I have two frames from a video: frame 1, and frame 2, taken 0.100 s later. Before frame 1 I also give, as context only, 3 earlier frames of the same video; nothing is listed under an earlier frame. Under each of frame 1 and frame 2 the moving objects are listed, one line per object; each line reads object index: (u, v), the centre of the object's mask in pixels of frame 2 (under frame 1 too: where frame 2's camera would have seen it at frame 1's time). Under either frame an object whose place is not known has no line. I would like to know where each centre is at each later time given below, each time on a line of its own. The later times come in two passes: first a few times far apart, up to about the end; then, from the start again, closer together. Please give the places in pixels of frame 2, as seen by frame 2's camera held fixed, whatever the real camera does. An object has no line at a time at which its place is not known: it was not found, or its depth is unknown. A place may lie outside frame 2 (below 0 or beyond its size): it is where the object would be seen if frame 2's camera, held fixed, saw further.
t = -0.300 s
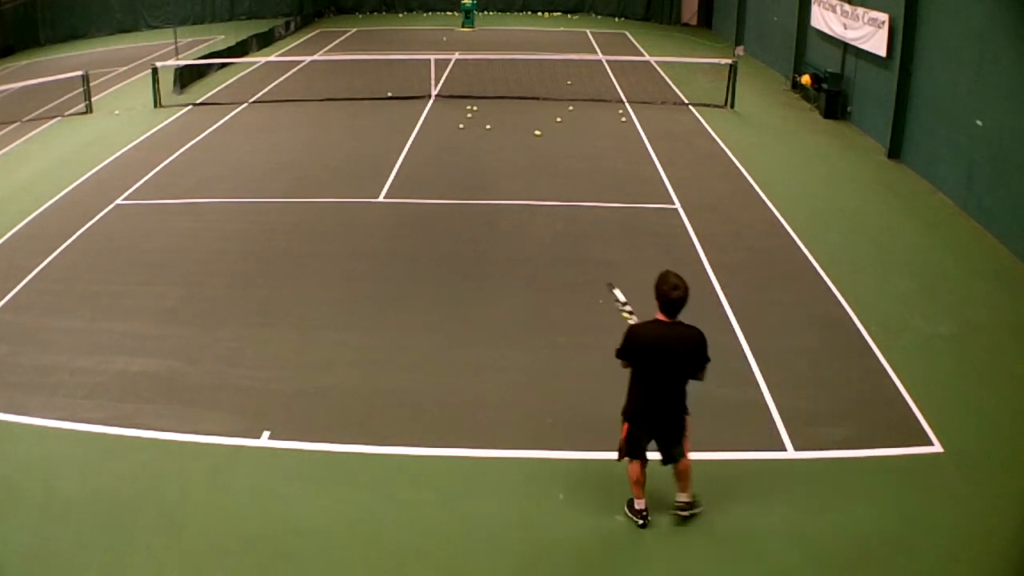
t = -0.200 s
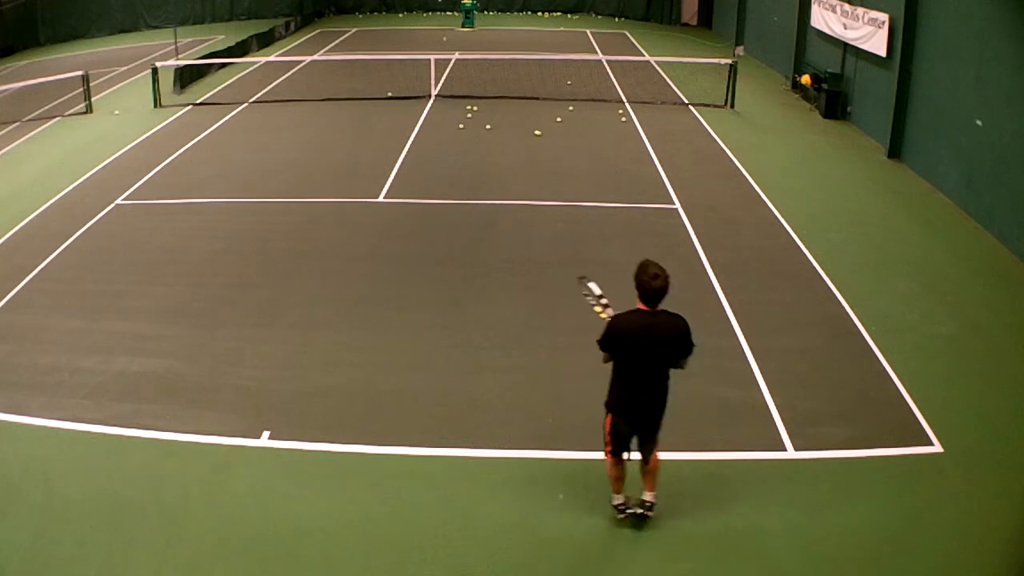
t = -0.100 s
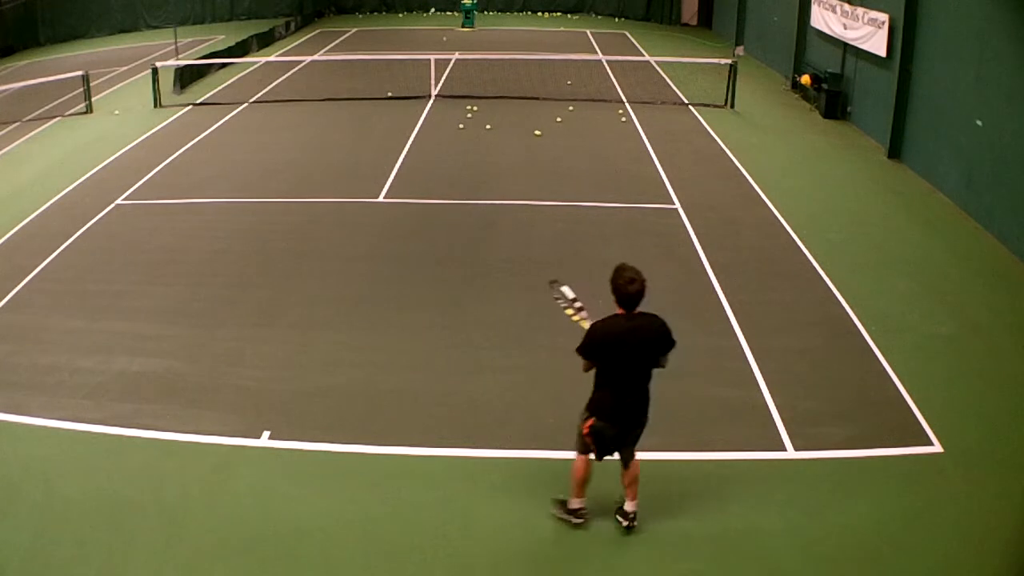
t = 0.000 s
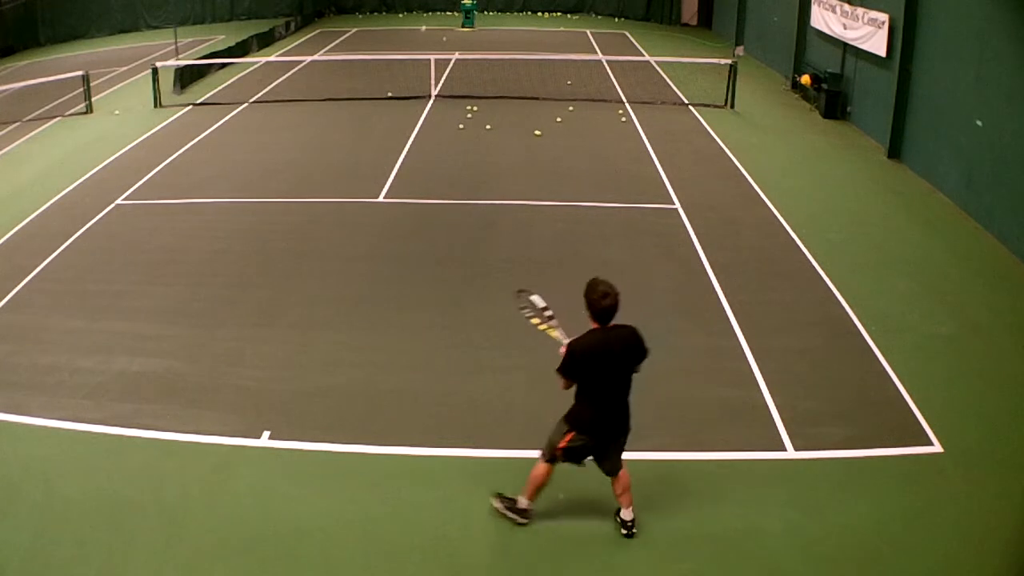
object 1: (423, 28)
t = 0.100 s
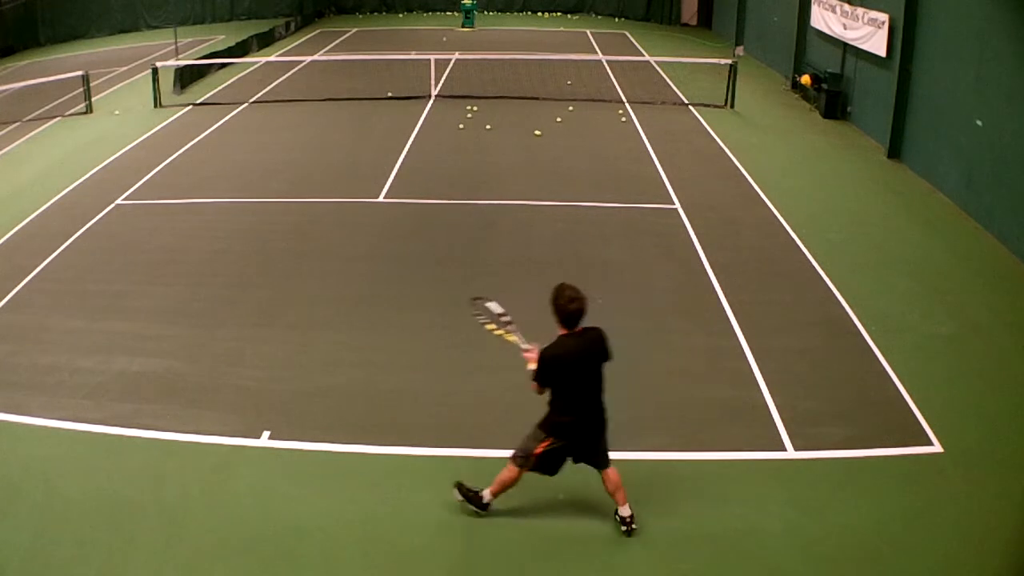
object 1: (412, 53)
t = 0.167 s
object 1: (404, 79)
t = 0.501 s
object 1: (355, 226)
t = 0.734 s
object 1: (318, 229)
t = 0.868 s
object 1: (292, 262)
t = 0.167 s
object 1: (404, 79)
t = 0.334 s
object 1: (380, 171)
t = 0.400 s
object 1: (370, 223)
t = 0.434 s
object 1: (364, 234)
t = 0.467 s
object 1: (360, 230)
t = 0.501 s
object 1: (355, 226)
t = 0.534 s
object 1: (351, 224)
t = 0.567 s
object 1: (346, 222)
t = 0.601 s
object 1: (341, 221)
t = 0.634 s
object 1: (335, 221)
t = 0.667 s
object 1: (330, 222)
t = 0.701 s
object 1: (324, 225)
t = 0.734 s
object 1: (318, 229)
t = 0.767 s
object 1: (312, 235)
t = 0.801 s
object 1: (305, 242)
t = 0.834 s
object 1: (299, 251)
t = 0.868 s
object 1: (292, 262)
